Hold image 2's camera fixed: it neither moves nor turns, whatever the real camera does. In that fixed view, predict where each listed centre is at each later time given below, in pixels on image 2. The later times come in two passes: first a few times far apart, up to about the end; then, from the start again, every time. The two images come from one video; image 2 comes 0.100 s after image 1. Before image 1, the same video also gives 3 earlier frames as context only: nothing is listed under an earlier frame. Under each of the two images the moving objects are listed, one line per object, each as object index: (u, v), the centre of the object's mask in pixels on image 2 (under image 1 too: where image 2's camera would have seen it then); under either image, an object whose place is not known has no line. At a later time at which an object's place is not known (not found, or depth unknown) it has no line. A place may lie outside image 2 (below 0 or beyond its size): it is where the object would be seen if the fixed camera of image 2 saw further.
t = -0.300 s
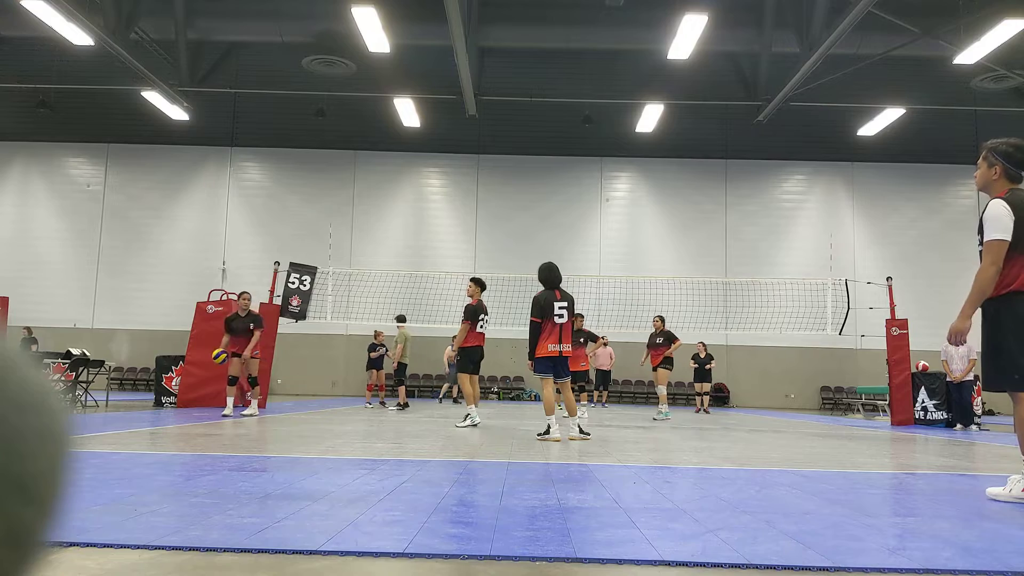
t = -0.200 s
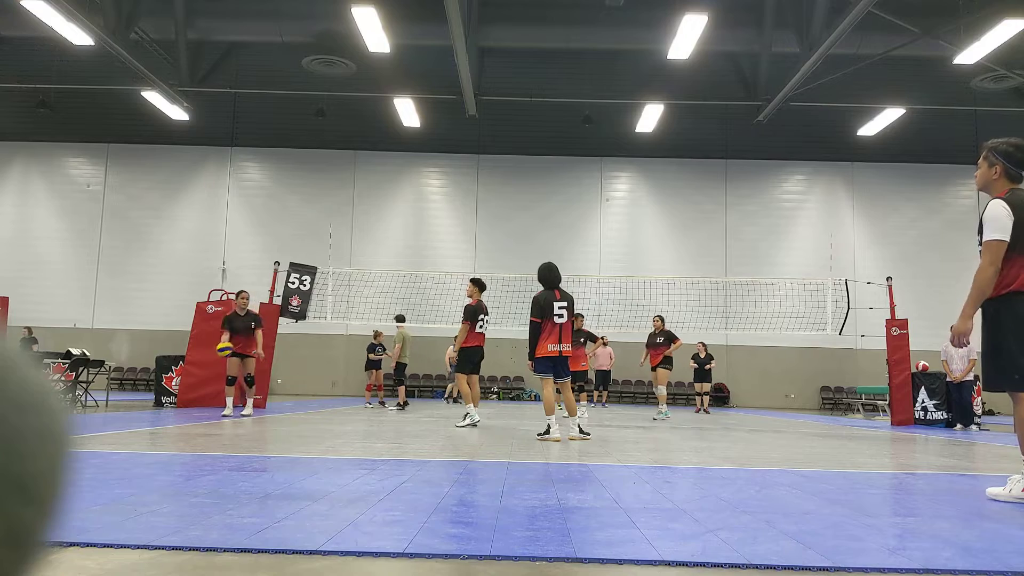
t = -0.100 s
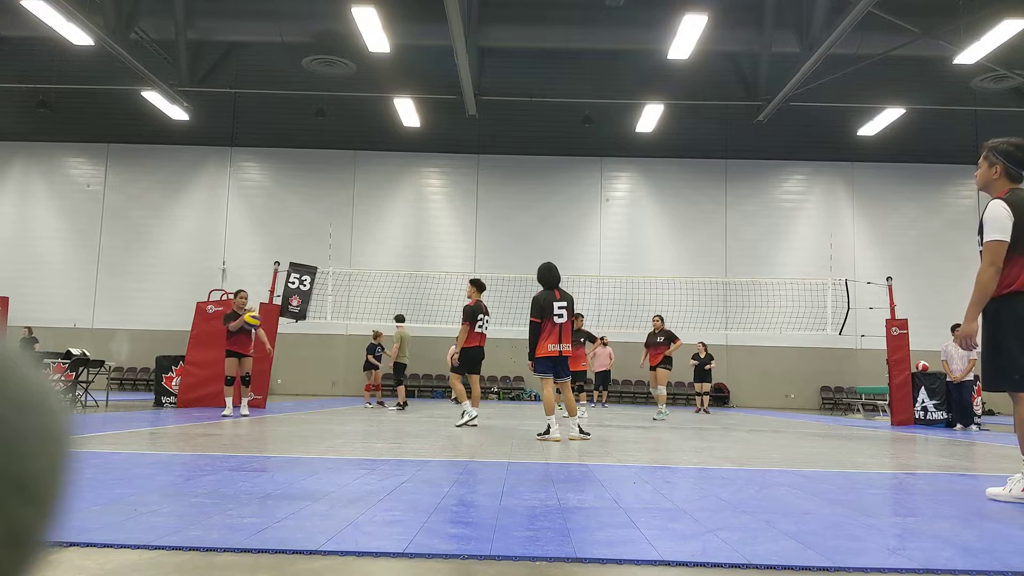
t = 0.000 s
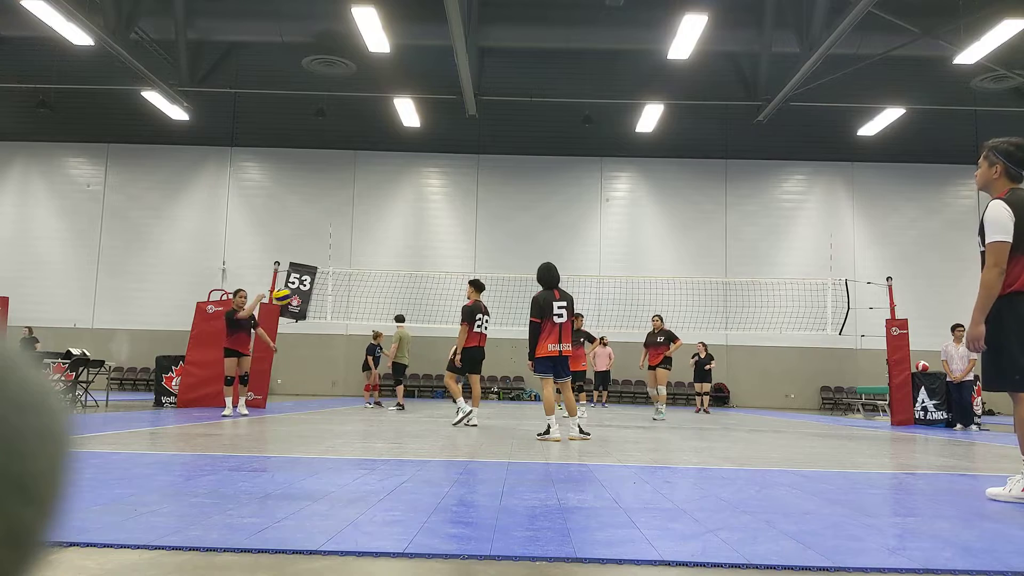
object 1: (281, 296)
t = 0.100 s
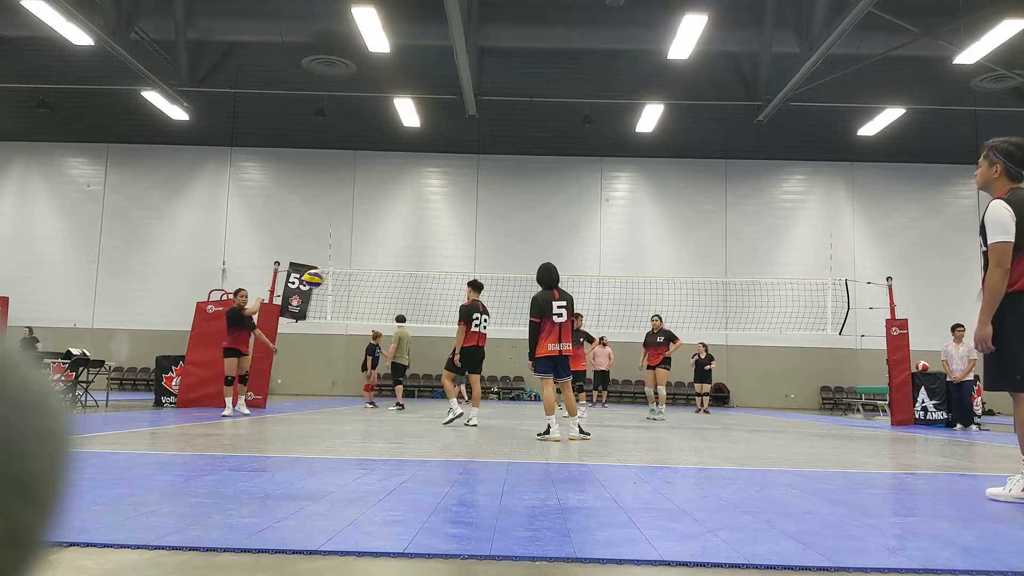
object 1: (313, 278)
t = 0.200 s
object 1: (347, 268)
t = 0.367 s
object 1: (409, 272)
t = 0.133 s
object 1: (324, 274)
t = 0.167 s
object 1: (335, 271)
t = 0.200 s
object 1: (347, 268)
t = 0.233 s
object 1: (359, 267)
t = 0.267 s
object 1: (371, 266)
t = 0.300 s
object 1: (384, 267)
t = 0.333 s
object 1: (396, 269)
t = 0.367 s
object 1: (409, 272)
